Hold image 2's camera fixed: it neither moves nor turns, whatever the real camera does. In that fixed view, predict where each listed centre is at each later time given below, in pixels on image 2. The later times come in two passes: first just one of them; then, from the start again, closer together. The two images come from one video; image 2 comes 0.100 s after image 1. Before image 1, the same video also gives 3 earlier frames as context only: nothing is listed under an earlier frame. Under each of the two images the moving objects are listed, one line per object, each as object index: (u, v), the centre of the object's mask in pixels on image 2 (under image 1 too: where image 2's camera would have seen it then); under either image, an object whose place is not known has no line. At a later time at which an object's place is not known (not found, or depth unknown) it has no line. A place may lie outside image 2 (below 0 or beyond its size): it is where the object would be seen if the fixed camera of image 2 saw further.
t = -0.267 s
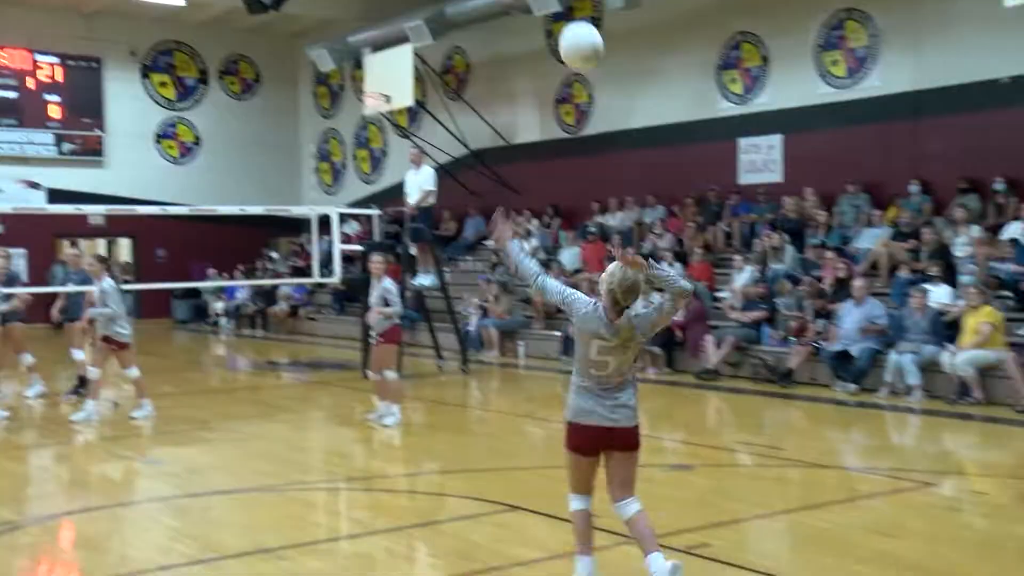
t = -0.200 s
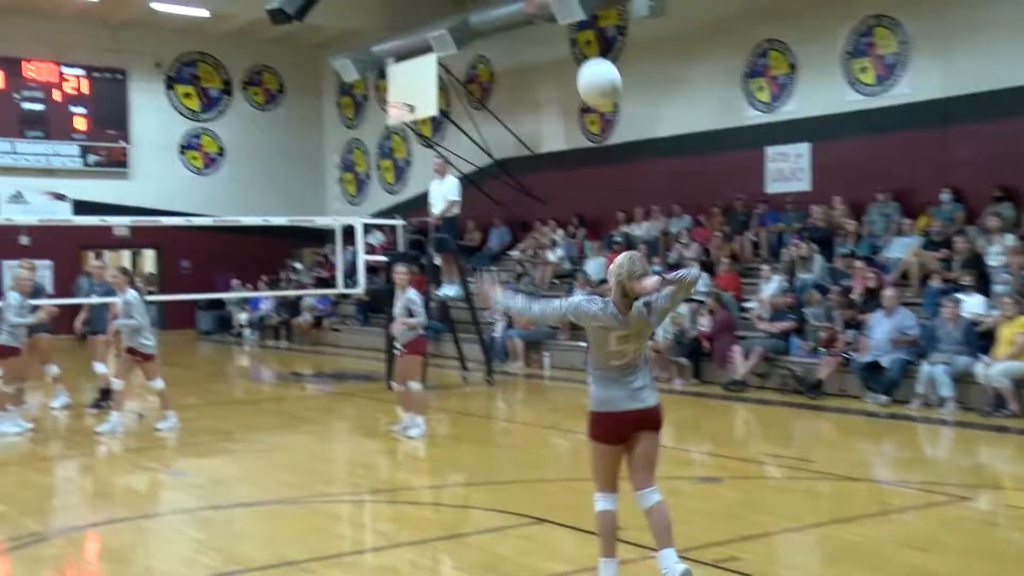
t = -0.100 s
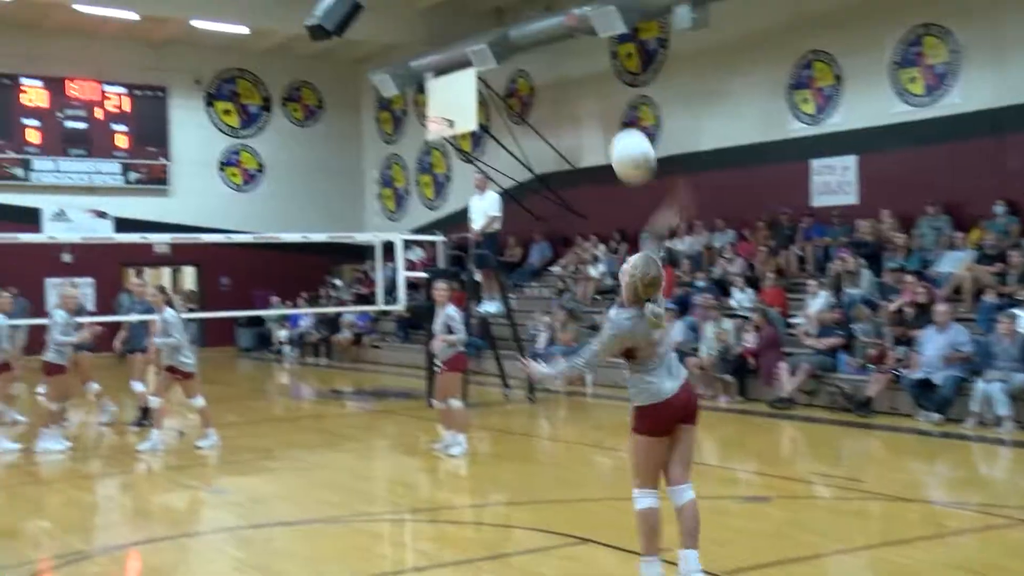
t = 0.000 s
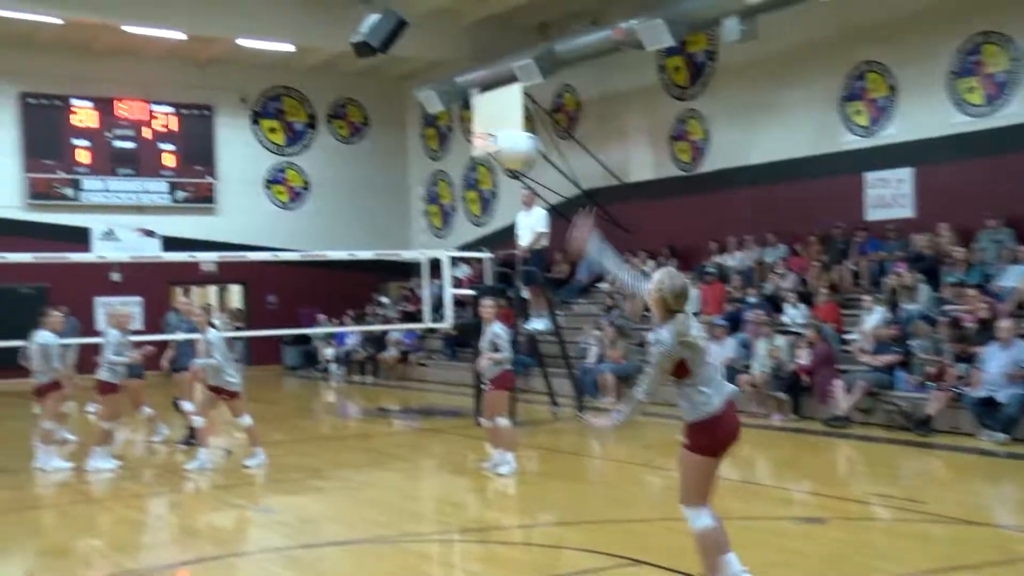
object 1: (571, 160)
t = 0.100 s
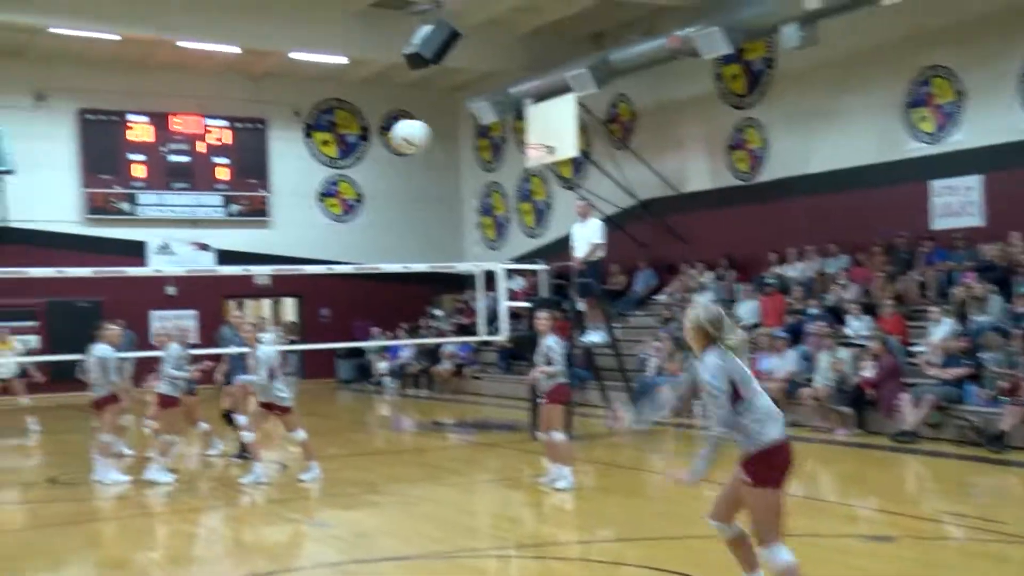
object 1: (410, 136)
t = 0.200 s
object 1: (295, 133)
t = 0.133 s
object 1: (368, 134)
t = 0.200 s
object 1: (295, 133)
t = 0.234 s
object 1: (263, 135)
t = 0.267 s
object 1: (235, 138)
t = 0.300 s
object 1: (208, 143)
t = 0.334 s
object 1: (185, 148)
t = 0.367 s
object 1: (163, 154)
